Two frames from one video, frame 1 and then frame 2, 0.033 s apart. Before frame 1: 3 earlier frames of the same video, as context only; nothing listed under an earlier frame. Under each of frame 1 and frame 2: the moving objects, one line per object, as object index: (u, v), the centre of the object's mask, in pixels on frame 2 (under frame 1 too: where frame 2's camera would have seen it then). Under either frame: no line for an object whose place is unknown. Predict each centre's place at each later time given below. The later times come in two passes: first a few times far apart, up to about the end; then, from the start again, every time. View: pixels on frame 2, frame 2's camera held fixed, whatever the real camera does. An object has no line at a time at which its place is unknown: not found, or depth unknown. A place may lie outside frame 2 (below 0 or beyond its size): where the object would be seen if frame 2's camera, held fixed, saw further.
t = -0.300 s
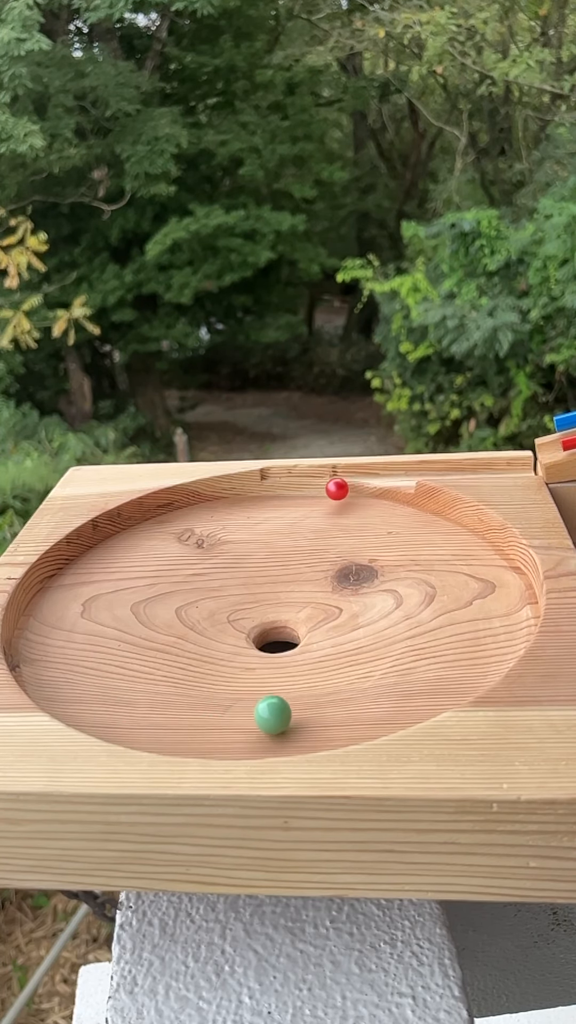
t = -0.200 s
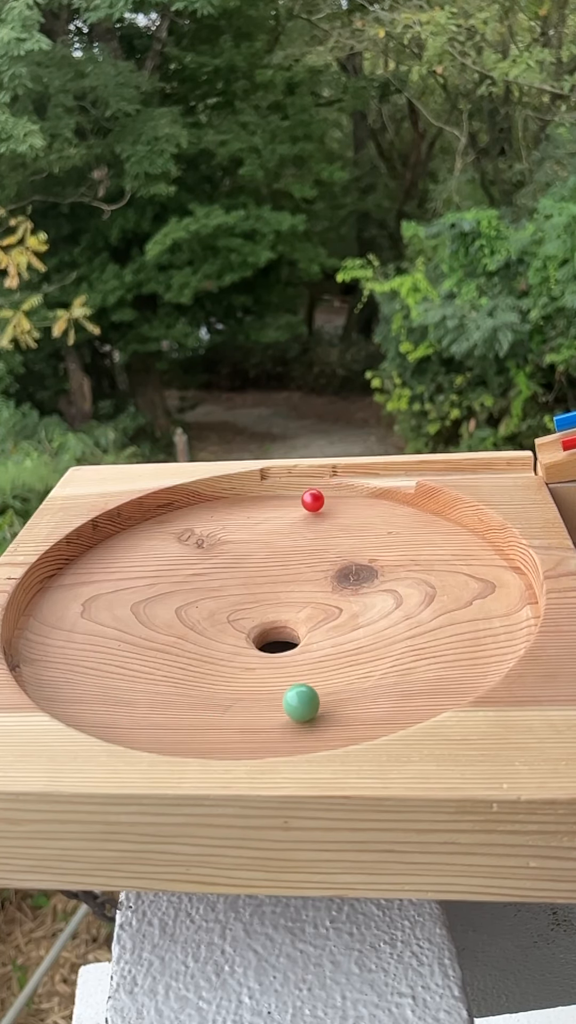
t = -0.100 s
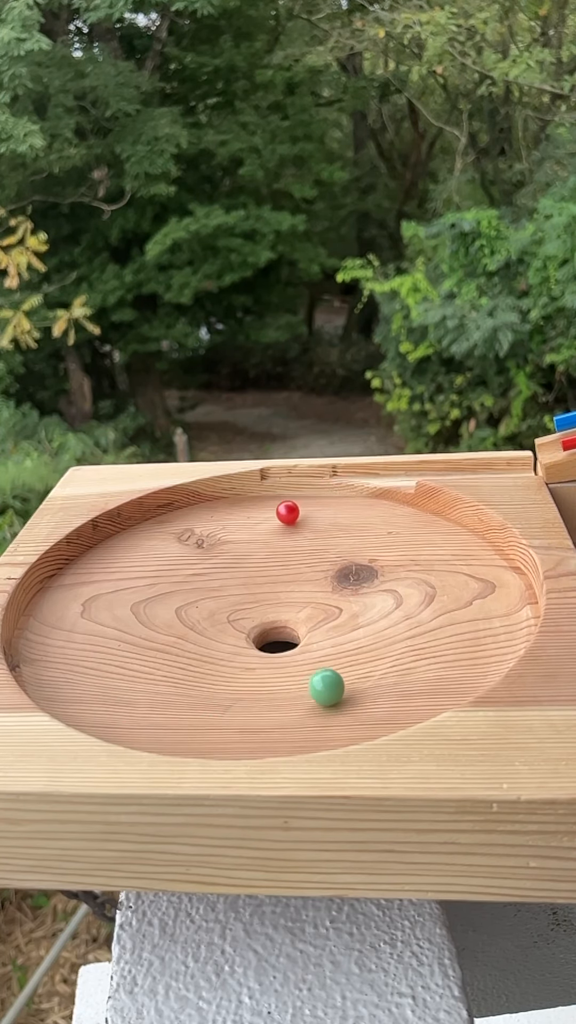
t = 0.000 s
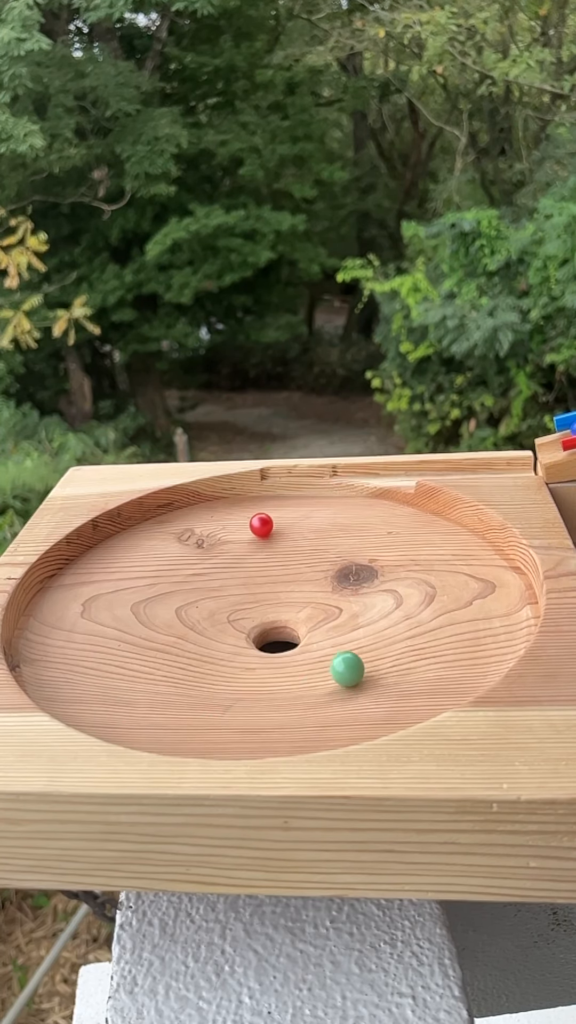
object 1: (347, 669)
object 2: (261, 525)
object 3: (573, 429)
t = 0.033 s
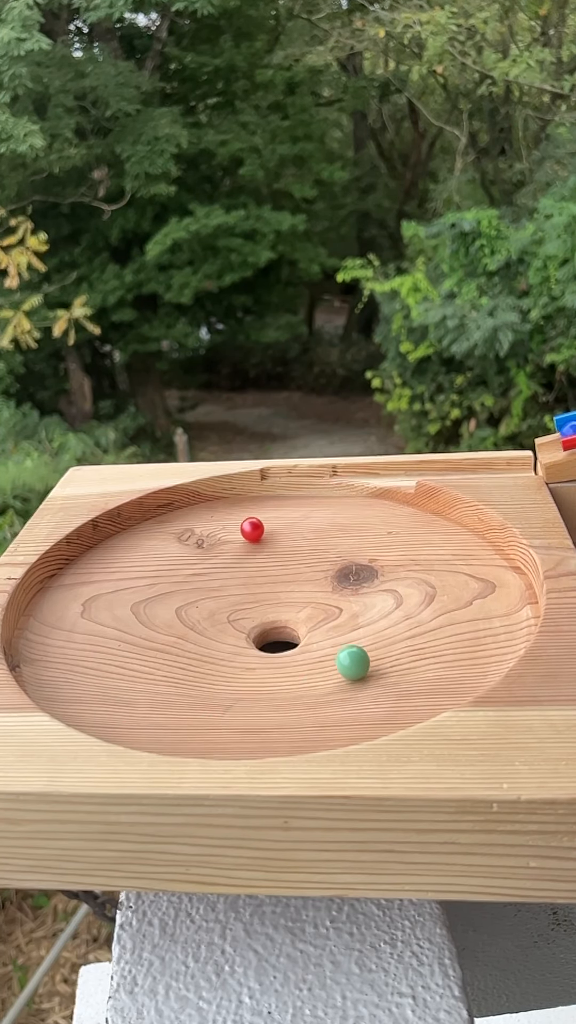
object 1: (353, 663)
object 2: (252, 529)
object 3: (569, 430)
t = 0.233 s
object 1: (370, 620)
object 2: (199, 564)
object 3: (500, 467)
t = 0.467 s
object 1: (356, 564)
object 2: (149, 618)
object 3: (416, 467)
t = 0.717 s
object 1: (325, 524)
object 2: (129, 672)
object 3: (329, 492)
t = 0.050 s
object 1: (355, 660)
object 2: (248, 532)
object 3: (565, 433)
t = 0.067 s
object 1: (358, 656)
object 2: (243, 534)
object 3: (559, 437)
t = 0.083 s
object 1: (360, 653)
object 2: (239, 537)
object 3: (554, 439)
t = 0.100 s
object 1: (362, 649)
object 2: (234, 540)
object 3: (550, 442)
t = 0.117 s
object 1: (363, 646)
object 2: (230, 542)
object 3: (544, 444)
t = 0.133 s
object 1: (365, 642)
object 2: (225, 545)
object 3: (538, 447)
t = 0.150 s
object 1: (366, 639)
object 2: (221, 548)
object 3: (532, 449)
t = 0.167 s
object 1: (368, 636)
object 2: (216, 551)
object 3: (526, 453)
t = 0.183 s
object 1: (369, 632)
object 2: (212, 554)
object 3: (520, 457)
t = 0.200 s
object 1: (369, 628)
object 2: (207, 557)
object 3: (513, 463)
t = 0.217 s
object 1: (370, 624)
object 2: (203, 560)
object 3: (506, 467)
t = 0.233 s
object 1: (370, 620)
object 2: (199, 564)
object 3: (500, 467)
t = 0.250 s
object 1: (371, 617)
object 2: (195, 568)
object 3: (495, 464)
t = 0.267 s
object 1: (371, 613)
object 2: (190, 571)
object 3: (488, 462)
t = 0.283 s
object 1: (370, 609)
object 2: (186, 575)
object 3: (482, 460)
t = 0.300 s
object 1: (369, 604)
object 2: (183, 579)
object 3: (476, 459)
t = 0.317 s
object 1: (369, 600)
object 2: (178, 583)
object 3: (470, 460)
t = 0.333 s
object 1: (368, 596)
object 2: (175, 587)
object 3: (464, 461)
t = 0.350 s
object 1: (367, 592)
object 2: (171, 591)
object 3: (458, 463)
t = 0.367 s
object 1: (365, 587)
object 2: (168, 595)
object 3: (452, 466)
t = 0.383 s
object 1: (364, 583)
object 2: (164, 599)
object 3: (446, 469)
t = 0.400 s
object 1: (362, 578)
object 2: (161, 603)
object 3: (440, 469)
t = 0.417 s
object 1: (361, 575)
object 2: (158, 607)
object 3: (434, 468)
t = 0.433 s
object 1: (359, 571)
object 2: (155, 610)
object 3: (428, 467)
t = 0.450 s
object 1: (357, 567)
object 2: (152, 614)
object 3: (422, 467)
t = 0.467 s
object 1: (356, 564)
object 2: (149, 618)
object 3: (416, 467)
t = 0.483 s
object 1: (354, 560)
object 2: (147, 622)
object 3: (410, 469)
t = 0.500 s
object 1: (352, 556)
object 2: (145, 626)
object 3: (404, 471)
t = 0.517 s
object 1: (351, 553)
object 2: (142, 630)
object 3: (398, 472)
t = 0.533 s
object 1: (349, 551)
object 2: (141, 633)
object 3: (392, 470)
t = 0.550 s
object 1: (346, 548)
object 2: (139, 636)
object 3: (387, 469)
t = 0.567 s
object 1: (344, 545)
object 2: (137, 640)
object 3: (381, 470)
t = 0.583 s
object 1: (342, 543)
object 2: (136, 644)
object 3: (375, 471)
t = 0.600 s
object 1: (341, 540)
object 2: (134, 647)
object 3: (369, 473)
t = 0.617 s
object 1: (338, 537)
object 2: (133, 651)
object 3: (364, 475)
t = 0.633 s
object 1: (336, 534)
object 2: (132, 654)
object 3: (358, 477)
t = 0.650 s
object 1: (334, 532)
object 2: (131, 658)
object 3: (352, 479)
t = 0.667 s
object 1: (332, 530)
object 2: (131, 661)
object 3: (347, 482)
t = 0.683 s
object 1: (330, 527)
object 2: (130, 665)
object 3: (341, 486)
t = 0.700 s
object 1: (328, 525)
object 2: (130, 669)
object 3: (335, 491)
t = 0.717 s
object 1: (325, 524)
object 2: (129, 672)
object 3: (329, 492)
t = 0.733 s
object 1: (323, 521)
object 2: (129, 675)
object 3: (323, 492)
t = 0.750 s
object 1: (321, 520)
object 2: (129, 679)
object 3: (316, 493)
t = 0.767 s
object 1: (319, 518)
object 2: (129, 682)
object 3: (310, 494)
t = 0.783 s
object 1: (316, 517)
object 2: (130, 686)
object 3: (304, 496)
